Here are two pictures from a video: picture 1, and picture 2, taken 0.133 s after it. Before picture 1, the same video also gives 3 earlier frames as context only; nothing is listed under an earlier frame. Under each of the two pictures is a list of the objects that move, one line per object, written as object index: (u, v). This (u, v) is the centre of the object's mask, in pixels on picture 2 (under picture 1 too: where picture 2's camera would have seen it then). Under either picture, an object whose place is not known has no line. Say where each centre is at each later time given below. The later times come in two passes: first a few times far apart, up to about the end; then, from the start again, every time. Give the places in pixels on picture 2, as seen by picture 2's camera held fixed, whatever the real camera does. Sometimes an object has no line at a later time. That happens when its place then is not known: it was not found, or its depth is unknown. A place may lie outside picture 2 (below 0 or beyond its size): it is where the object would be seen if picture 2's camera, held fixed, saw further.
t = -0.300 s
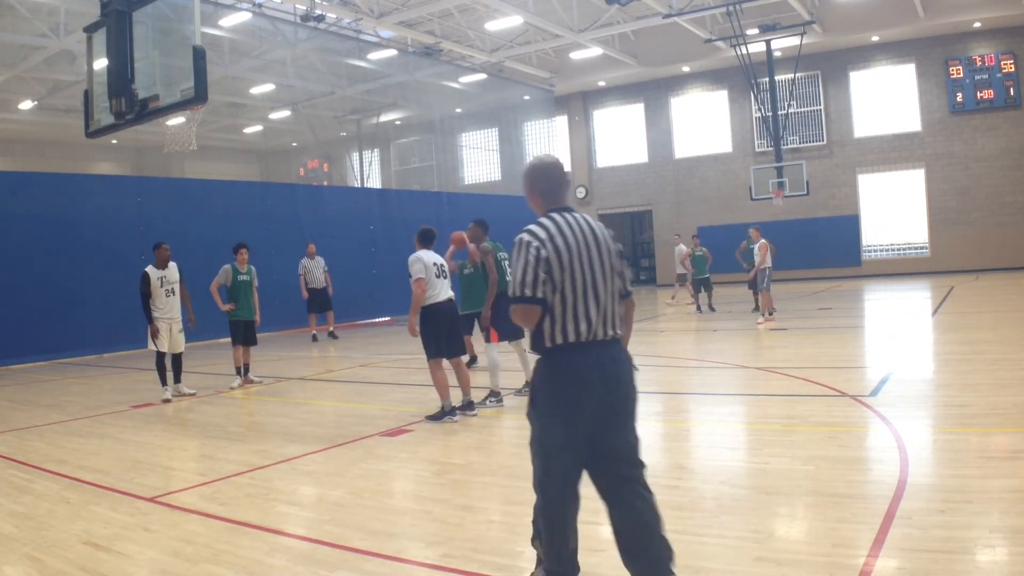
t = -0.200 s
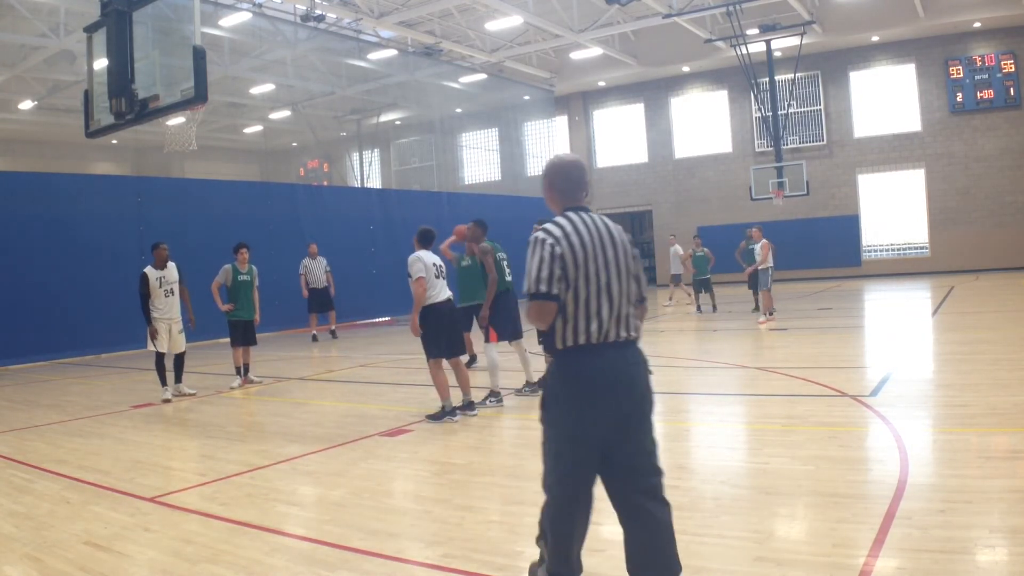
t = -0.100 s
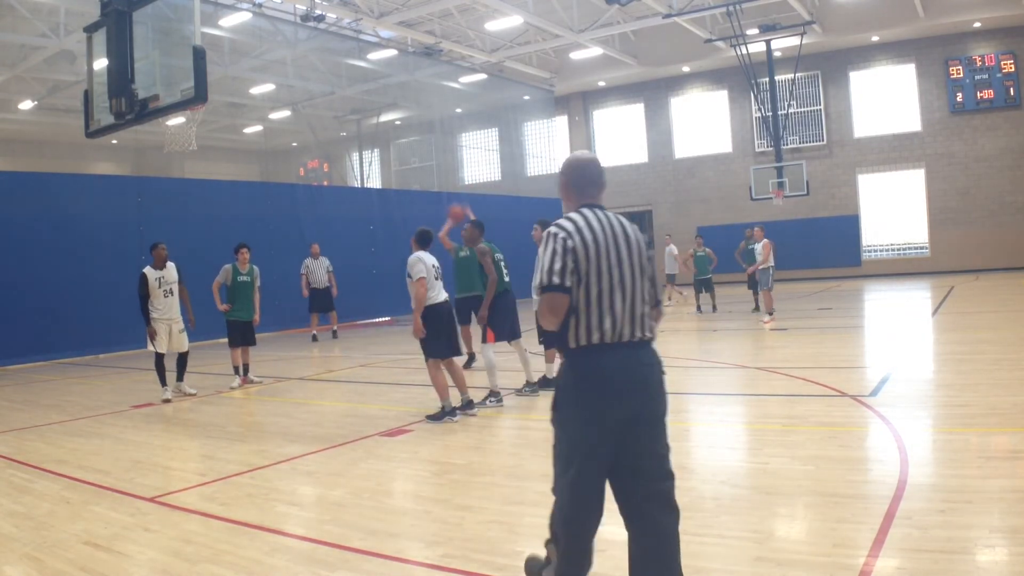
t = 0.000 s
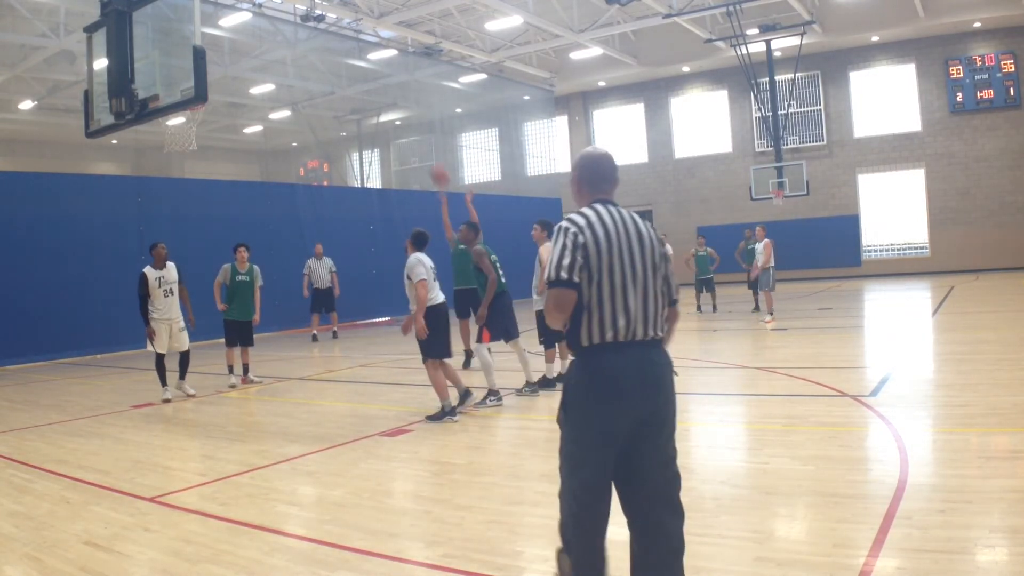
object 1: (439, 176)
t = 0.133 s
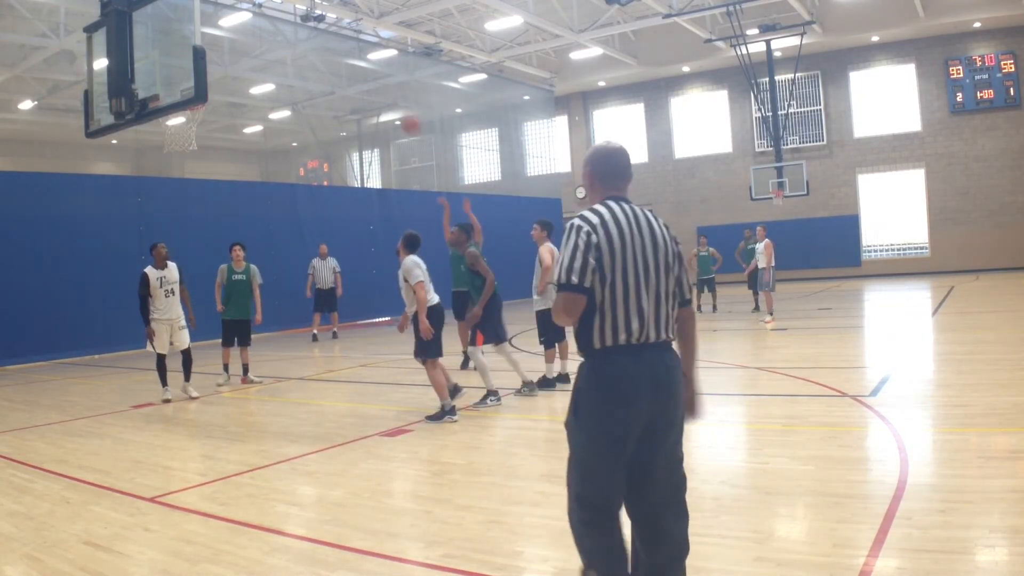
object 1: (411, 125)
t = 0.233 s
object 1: (388, 93)
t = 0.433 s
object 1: (341, 49)
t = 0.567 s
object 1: (308, 36)
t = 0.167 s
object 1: (402, 112)
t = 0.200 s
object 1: (395, 102)
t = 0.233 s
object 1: (388, 93)
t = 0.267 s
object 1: (381, 85)
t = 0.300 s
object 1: (373, 76)
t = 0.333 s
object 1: (365, 67)
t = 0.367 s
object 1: (357, 60)
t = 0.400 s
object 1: (349, 53)
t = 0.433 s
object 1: (341, 49)
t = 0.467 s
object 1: (333, 44)
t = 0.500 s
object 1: (325, 41)
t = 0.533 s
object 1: (317, 38)
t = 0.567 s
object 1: (308, 36)
